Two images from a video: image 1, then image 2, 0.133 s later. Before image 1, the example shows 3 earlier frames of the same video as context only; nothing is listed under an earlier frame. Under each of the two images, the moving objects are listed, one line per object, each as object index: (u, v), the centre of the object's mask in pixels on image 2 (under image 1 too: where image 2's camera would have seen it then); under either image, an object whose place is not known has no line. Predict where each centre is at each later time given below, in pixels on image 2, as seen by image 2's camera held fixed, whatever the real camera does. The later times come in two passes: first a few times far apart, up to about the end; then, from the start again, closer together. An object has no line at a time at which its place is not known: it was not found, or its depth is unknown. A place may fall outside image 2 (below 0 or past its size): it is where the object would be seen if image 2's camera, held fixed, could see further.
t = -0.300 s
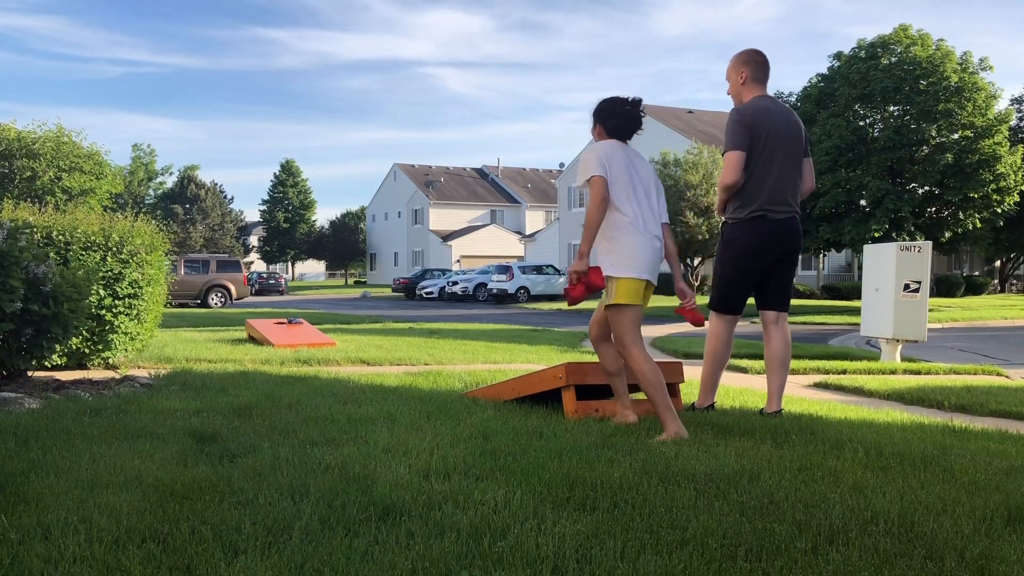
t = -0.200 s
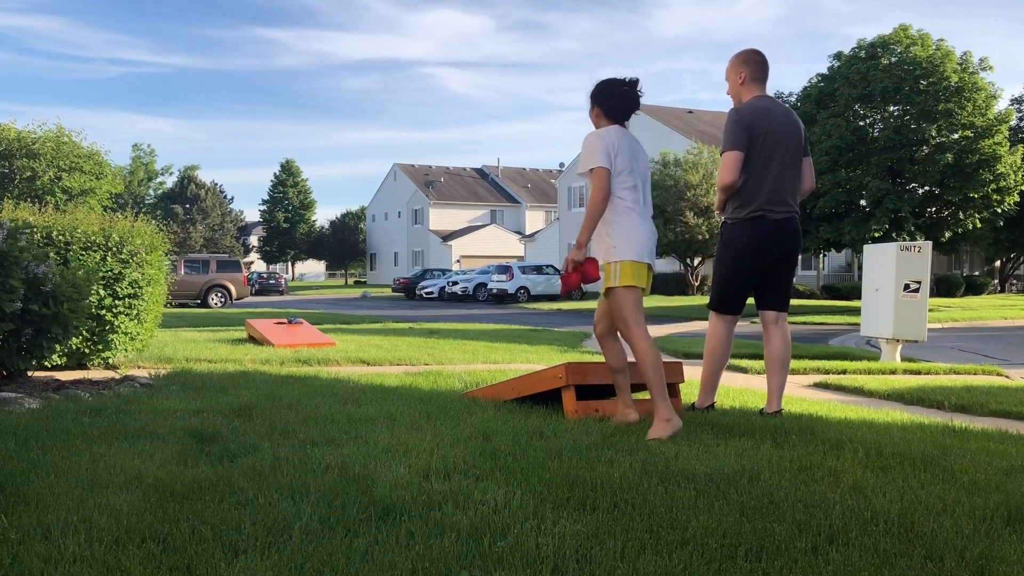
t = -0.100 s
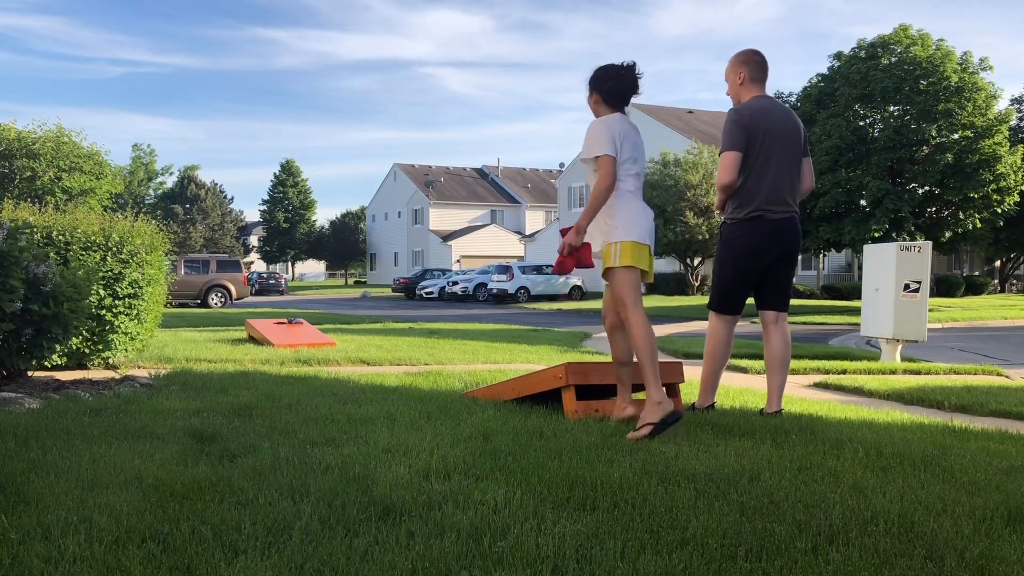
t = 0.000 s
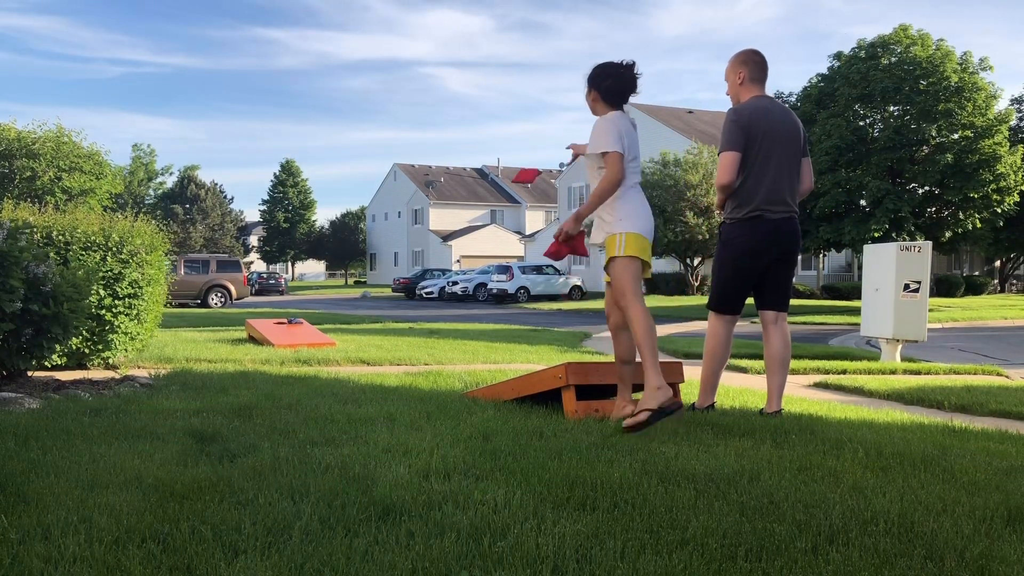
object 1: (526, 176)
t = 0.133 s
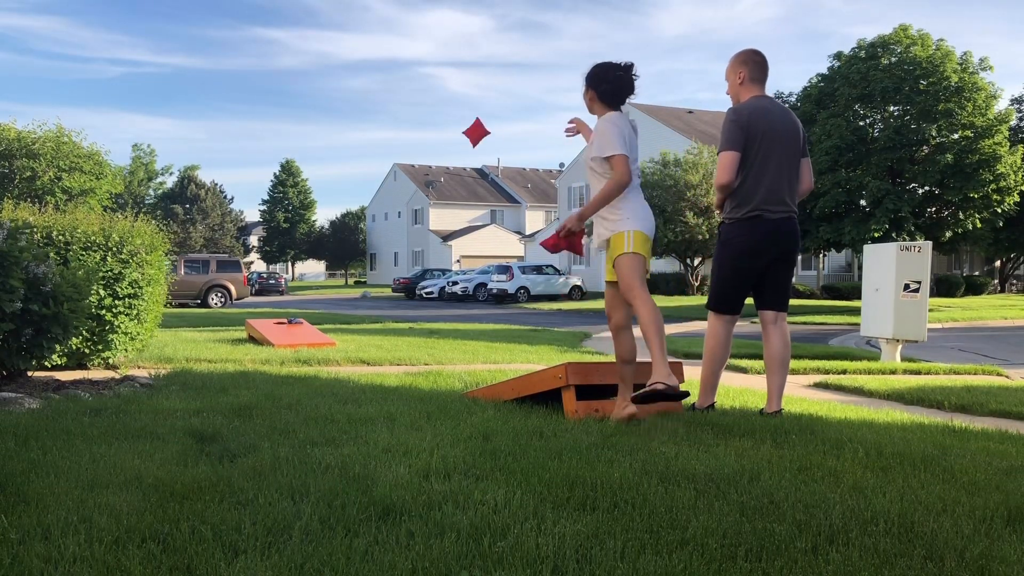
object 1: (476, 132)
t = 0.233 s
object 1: (445, 122)
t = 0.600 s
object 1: (359, 196)
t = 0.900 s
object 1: (314, 337)
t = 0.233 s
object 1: (445, 122)
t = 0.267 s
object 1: (435, 122)
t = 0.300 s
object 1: (426, 123)
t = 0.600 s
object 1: (359, 196)
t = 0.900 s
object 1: (314, 337)
